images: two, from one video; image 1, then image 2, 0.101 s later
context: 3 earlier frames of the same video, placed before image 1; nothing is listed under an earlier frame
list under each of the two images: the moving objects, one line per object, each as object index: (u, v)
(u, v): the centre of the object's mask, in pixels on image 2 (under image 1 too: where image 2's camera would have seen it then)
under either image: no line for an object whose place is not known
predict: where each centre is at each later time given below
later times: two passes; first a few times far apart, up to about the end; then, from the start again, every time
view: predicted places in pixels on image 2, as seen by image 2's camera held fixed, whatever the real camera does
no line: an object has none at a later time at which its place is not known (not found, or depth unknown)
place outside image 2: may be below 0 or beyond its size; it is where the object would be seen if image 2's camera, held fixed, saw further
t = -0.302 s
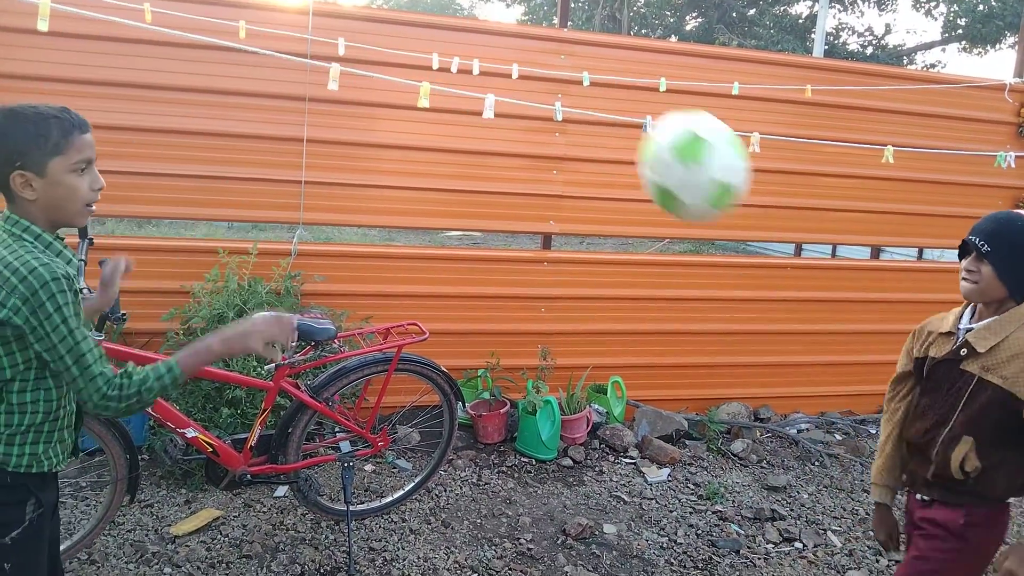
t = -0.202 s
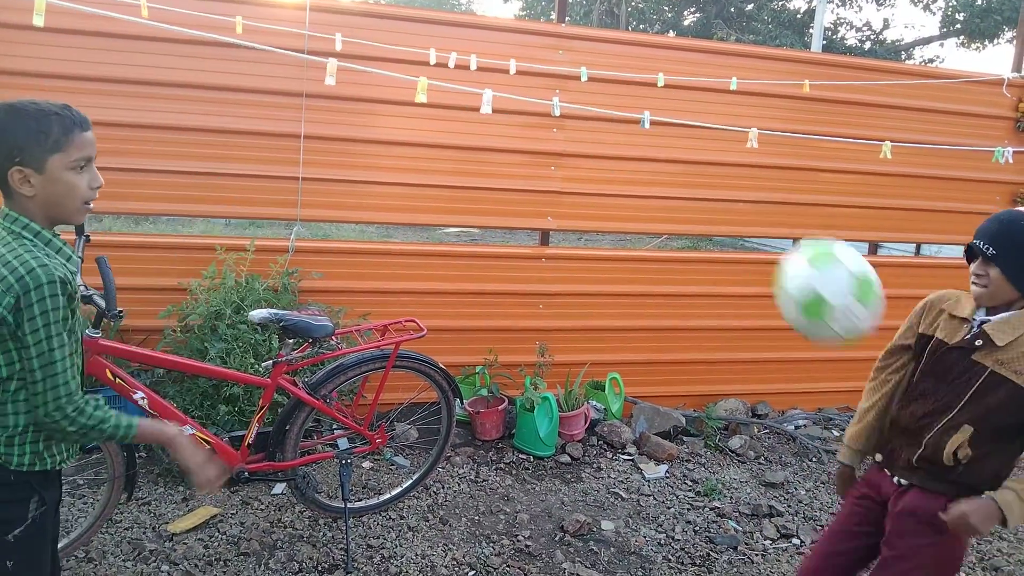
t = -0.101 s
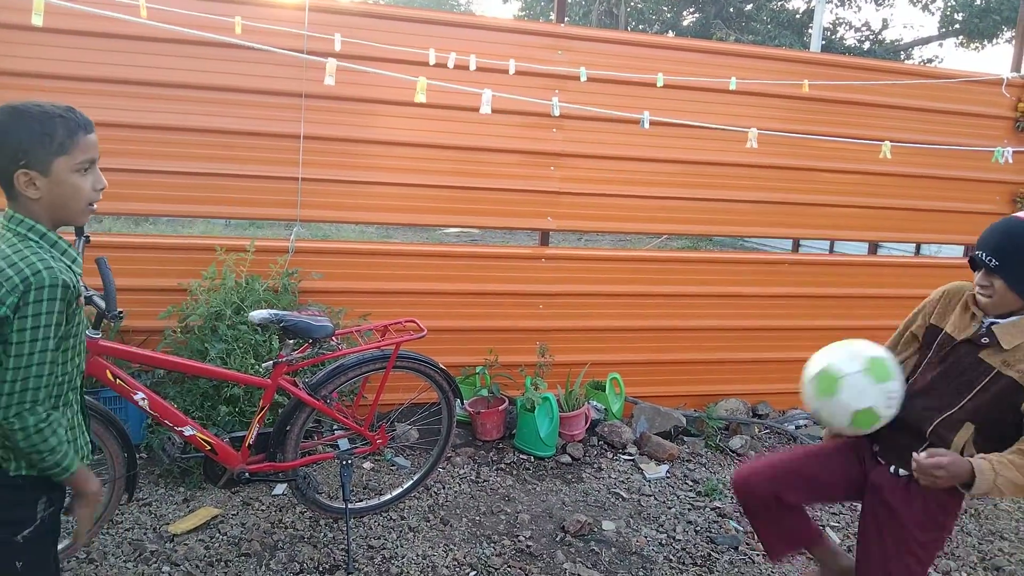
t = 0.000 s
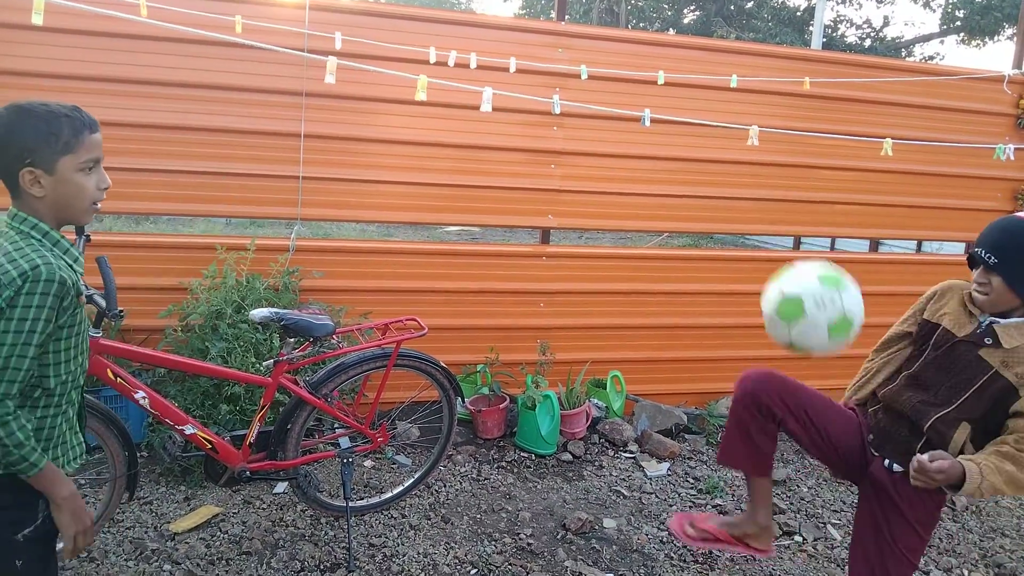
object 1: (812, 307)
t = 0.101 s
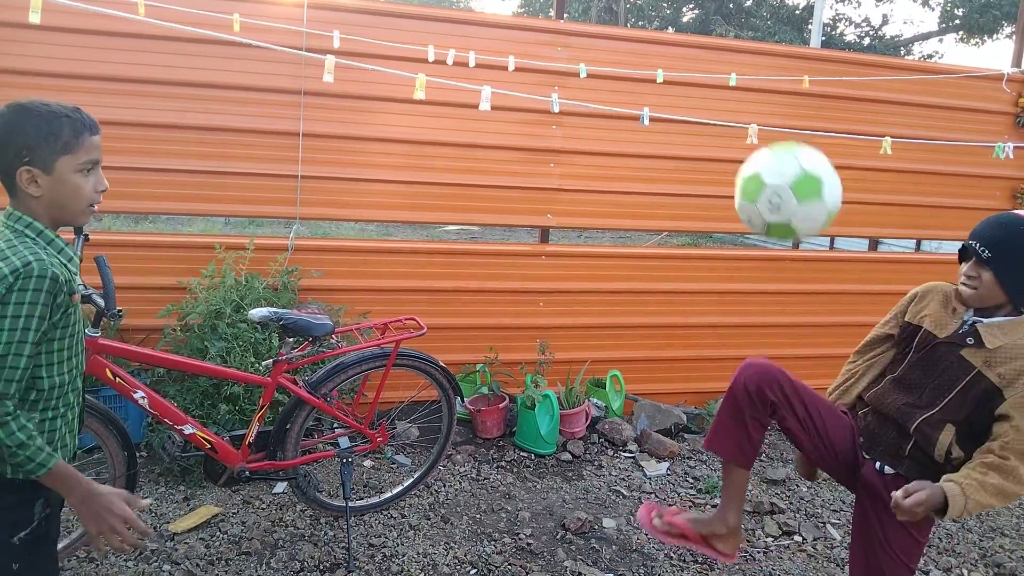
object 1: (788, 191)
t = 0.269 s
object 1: (733, 88)
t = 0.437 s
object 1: (661, 110)
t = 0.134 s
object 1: (779, 161)
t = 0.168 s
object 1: (768, 135)
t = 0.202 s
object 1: (757, 115)
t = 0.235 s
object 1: (745, 99)
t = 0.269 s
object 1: (733, 88)
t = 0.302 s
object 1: (721, 82)
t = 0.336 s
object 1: (708, 81)
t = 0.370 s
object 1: (694, 84)
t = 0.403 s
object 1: (678, 94)
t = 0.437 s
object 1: (661, 110)
